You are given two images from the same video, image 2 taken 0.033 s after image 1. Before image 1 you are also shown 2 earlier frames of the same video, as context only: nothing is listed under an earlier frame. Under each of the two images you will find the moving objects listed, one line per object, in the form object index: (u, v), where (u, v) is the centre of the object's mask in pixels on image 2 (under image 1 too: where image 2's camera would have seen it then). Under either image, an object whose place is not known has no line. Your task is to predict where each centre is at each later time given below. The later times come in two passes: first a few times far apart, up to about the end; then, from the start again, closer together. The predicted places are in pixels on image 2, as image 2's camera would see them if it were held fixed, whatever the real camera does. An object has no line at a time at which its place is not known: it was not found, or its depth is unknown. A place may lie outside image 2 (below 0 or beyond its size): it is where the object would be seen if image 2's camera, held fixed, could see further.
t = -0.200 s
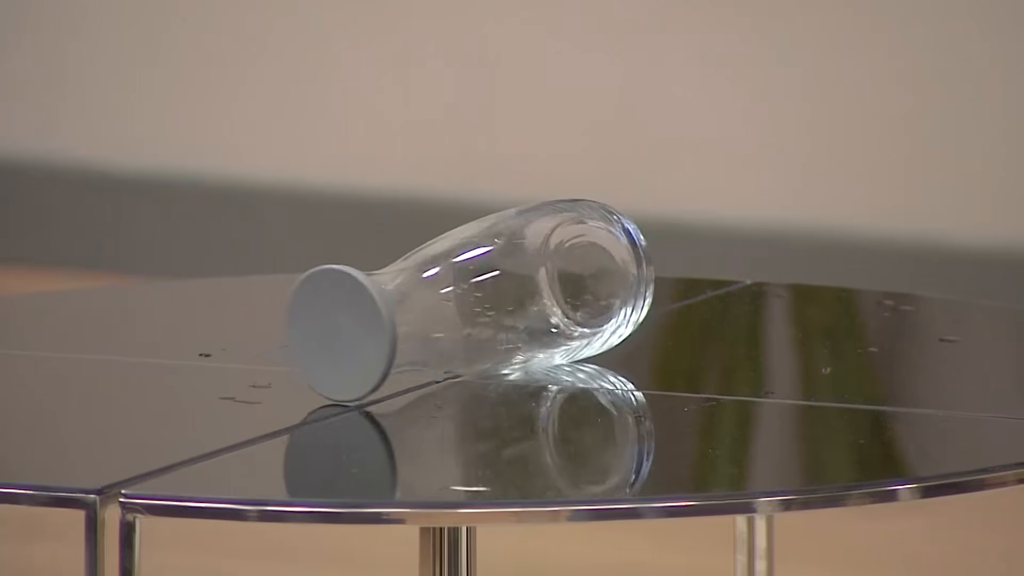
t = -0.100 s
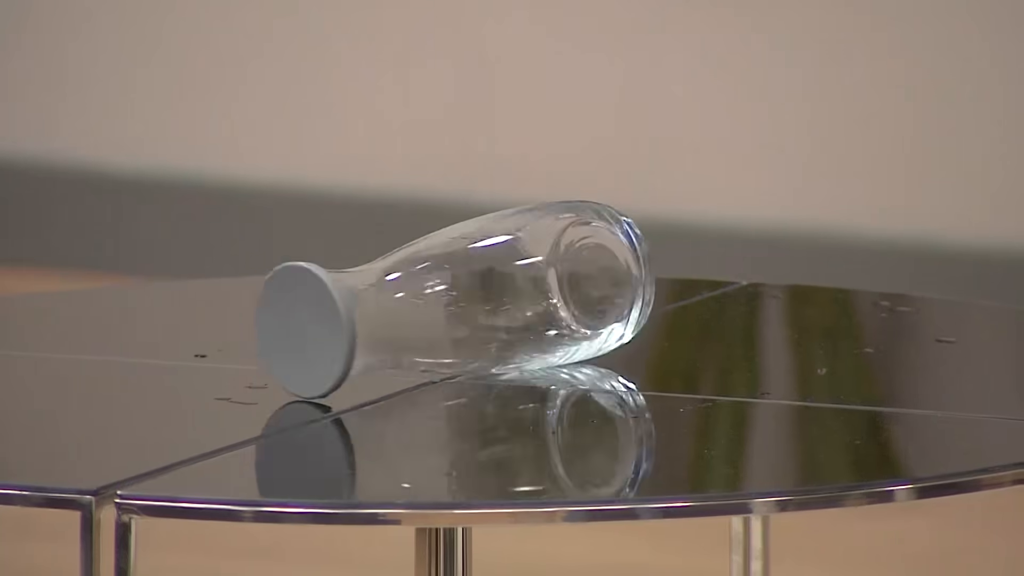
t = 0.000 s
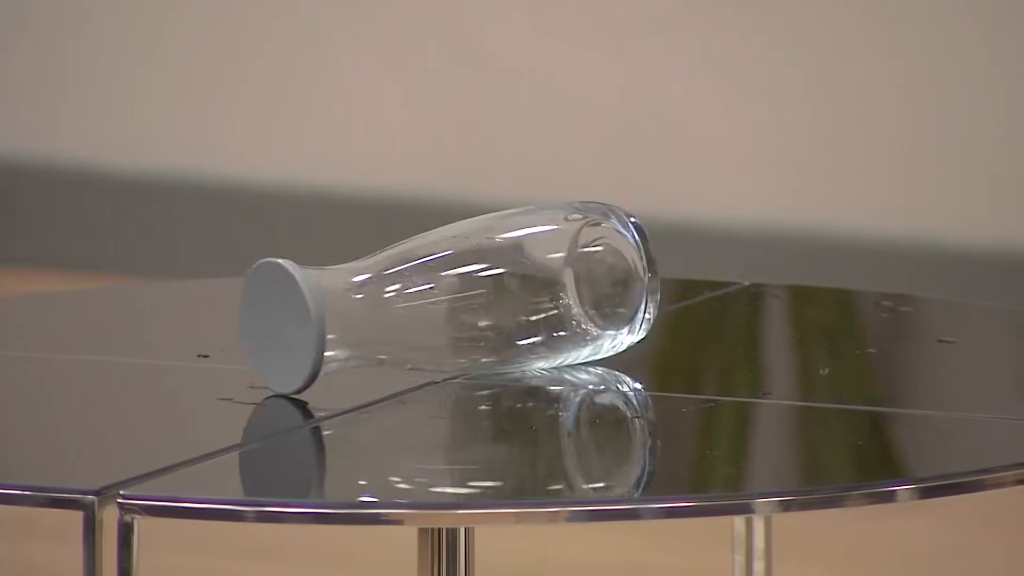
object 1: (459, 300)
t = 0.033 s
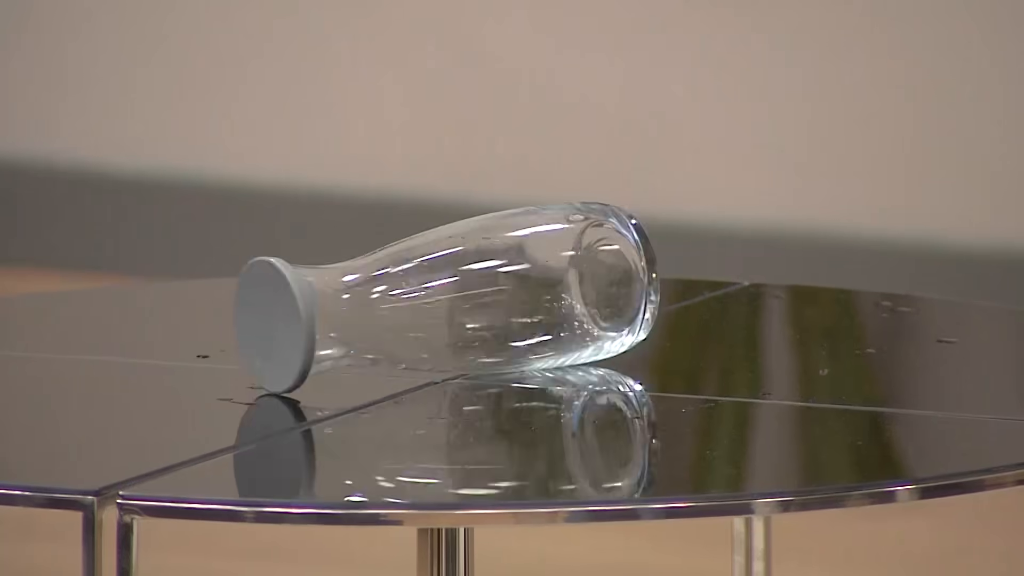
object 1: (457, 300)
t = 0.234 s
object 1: (452, 295)
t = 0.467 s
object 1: (449, 293)
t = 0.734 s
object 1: (452, 290)
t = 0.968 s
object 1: (462, 287)
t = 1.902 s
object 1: (531, 286)
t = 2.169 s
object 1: (555, 286)
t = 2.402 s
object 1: (571, 288)
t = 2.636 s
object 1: (583, 290)
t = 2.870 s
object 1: (589, 293)
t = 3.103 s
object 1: (588, 296)
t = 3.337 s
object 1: (587, 299)
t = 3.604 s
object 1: (578, 302)
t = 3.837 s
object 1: (566, 304)
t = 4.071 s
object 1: (548, 307)
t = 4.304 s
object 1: (527, 307)
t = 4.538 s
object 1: (507, 306)
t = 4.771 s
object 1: (487, 307)
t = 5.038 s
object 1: (469, 305)
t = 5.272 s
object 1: (456, 304)
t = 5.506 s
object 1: (447, 302)
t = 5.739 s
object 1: (444, 299)
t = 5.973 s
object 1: (443, 297)
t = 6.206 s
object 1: (442, 294)
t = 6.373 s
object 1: (445, 292)
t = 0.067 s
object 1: (456, 299)
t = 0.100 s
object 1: (455, 298)
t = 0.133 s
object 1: (453, 297)
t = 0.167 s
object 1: (453, 297)
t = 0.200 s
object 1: (452, 297)
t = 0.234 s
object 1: (452, 295)
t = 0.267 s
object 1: (452, 295)
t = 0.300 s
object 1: (452, 295)
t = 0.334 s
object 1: (450, 295)
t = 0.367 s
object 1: (451, 294)
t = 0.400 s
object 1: (451, 294)
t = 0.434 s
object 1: (451, 293)
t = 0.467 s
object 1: (449, 293)
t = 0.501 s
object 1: (449, 293)
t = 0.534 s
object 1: (449, 292)
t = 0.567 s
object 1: (449, 292)
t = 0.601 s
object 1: (449, 291)
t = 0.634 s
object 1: (450, 291)
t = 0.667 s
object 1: (450, 291)
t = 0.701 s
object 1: (451, 290)
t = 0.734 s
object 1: (452, 290)
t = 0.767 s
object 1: (453, 290)
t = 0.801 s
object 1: (454, 289)
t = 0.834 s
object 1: (455, 289)
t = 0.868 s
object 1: (456, 288)
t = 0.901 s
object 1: (458, 288)
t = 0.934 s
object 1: (460, 287)
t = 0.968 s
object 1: (462, 287)
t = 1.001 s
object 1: (463, 287)
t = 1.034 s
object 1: (465, 288)
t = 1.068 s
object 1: (467, 288)
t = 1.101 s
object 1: (469, 287)
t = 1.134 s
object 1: (471, 287)
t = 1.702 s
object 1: (515, 290)
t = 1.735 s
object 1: (515, 290)
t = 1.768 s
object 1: (518, 288)
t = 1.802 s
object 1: (521, 288)
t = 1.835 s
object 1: (525, 287)
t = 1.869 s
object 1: (528, 286)
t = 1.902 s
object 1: (531, 286)
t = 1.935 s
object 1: (535, 286)
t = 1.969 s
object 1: (538, 286)
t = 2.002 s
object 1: (541, 286)
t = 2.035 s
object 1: (544, 286)
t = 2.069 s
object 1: (547, 286)
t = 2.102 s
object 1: (550, 286)
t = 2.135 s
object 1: (553, 286)
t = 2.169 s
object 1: (555, 286)
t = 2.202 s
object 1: (557, 287)
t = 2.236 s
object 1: (560, 287)
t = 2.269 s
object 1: (562, 287)
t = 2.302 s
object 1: (565, 287)
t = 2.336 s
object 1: (566, 288)
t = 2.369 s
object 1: (569, 288)
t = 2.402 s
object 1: (571, 288)
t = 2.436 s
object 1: (574, 289)
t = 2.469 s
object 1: (575, 289)
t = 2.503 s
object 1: (578, 289)
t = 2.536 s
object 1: (579, 289)
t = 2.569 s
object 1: (580, 290)
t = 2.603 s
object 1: (581, 290)
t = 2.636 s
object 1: (583, 290)
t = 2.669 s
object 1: (584, 291)
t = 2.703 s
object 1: (585, 291)
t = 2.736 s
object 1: (586, 292)
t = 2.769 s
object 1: (587, 292)
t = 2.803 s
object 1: (587, 292)
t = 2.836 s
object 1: (588, 293)
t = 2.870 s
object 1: (589, 293)
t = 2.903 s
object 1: (590, 293)
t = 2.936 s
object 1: (589, 294)
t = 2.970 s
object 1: (590, 294)
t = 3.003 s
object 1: (591, 295)
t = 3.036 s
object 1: (590, 295)
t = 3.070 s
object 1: (588, 295)
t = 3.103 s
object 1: (588, 296)
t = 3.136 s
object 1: (589, 296)
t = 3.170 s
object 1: (589, 297)
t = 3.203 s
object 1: (589, 297)
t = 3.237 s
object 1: (588, 298)
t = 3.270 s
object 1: (588, 298)
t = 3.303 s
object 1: (587, 298)
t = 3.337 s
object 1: (587, 299)
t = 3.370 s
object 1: (586, 299)
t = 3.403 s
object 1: (585, 299)
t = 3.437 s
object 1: (585, 300)
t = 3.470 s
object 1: (584, 300)
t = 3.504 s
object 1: (583, 301)
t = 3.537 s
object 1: (581, 301)
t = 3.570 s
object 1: (580, 301)
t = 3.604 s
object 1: (578, 302)
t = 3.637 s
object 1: (577, 302)
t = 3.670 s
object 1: (576, 302)
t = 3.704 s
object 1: (572, 303)
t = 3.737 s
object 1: (572, 303)
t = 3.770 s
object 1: (570, 304)
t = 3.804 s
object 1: (568, 304)
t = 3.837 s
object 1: (566, 304)
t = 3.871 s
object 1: (563, 305)
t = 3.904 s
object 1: (561, 305)
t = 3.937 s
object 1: (559, 305)
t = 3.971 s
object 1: (556, 306)
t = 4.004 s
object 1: (554, 306)
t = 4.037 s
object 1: (551, 306)
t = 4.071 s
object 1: (548, 307)
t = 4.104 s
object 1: (546, 307)
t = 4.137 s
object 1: (542, 307)
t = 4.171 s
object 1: (538, 307)
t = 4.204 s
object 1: (536, 307)
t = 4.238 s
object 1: (533, 307)
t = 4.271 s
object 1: (530, 307)
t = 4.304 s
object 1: (527, 307)
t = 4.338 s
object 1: (524, 306)
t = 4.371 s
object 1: (520, 306)
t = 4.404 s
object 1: (517, 305)
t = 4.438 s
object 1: (515, 305)
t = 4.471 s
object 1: (512, 305)
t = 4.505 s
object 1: (510, 305)
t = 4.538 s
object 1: (507, 306)
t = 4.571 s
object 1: (504, 306)
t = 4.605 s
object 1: (501, 306)
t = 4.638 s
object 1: (498, 307)
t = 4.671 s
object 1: (495, 307)
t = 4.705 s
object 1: (493, 307)
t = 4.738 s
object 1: (490, 307)
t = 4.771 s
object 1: (487, 307)
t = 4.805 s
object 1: (484, 307)
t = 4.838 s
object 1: (482, 307)
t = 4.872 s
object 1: (479, 306)
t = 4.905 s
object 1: (477, 306)
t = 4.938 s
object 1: (475, 306)
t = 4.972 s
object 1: (473, 306)
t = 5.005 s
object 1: (470, 306)
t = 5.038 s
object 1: (469, 305)
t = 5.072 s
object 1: (466, 305)
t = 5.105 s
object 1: (465, 305)
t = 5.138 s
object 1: (463, 305)
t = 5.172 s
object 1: (461, 304)
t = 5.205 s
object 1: (459, 304)
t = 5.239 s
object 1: (458, 304)
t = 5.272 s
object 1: (456, 304)
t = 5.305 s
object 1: (455, 303)
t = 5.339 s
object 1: (453, 303)
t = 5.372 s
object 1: (451, 303)
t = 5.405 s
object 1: (450, 303)
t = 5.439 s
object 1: (449, 302)
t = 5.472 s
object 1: (448, 302)
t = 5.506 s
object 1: (447, 302)
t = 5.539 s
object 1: (446, 301)
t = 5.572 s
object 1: (446, 301)
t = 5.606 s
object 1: (445, 300)
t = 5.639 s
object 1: (445, 300)
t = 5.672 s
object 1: (444, 300)
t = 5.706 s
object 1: (444, 300)
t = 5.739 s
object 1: (444, 299)
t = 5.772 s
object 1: (443, 298)
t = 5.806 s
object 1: (443, 298)
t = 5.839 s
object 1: (443, 298)
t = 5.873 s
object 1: (443, 298)
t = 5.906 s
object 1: (443, 297)
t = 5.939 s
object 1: (443, 297)
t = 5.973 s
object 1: (443, 297)
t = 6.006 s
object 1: (441, 296)
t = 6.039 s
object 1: (441, 296)
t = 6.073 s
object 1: (442, 295)
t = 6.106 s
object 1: (441, 295)
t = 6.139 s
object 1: (442, 295)
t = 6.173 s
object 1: (442, 294)
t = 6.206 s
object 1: (442, 294)
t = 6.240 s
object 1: (443, 294)
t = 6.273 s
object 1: (443, 294)
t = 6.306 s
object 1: (443, 293)
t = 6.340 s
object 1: (444, 293)
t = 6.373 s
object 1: (445, 292)
